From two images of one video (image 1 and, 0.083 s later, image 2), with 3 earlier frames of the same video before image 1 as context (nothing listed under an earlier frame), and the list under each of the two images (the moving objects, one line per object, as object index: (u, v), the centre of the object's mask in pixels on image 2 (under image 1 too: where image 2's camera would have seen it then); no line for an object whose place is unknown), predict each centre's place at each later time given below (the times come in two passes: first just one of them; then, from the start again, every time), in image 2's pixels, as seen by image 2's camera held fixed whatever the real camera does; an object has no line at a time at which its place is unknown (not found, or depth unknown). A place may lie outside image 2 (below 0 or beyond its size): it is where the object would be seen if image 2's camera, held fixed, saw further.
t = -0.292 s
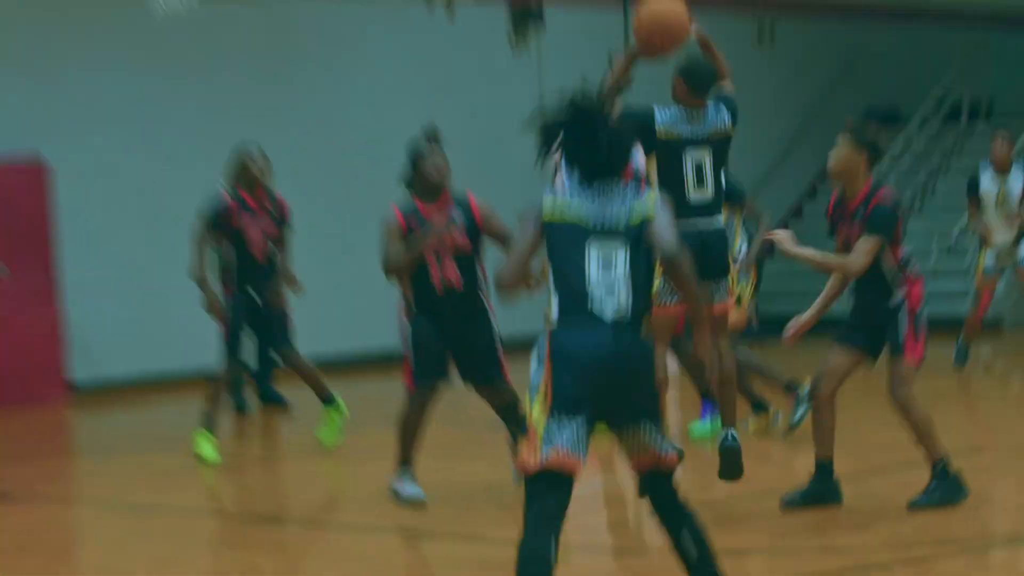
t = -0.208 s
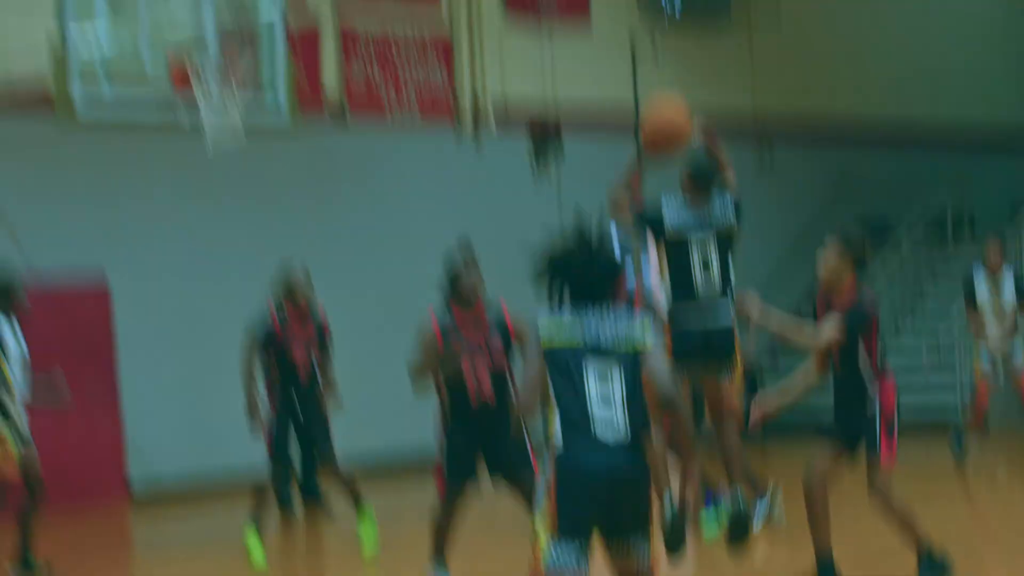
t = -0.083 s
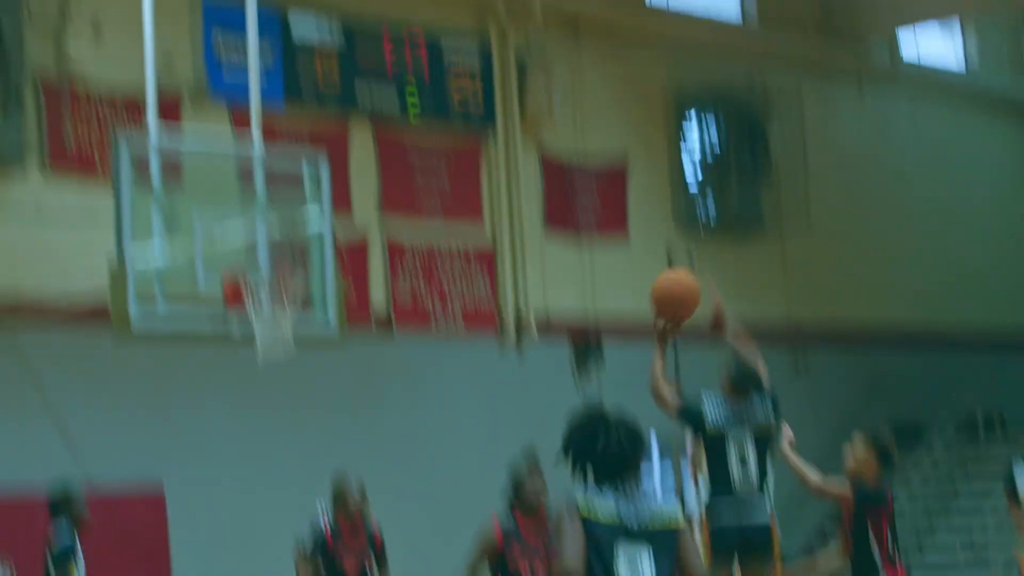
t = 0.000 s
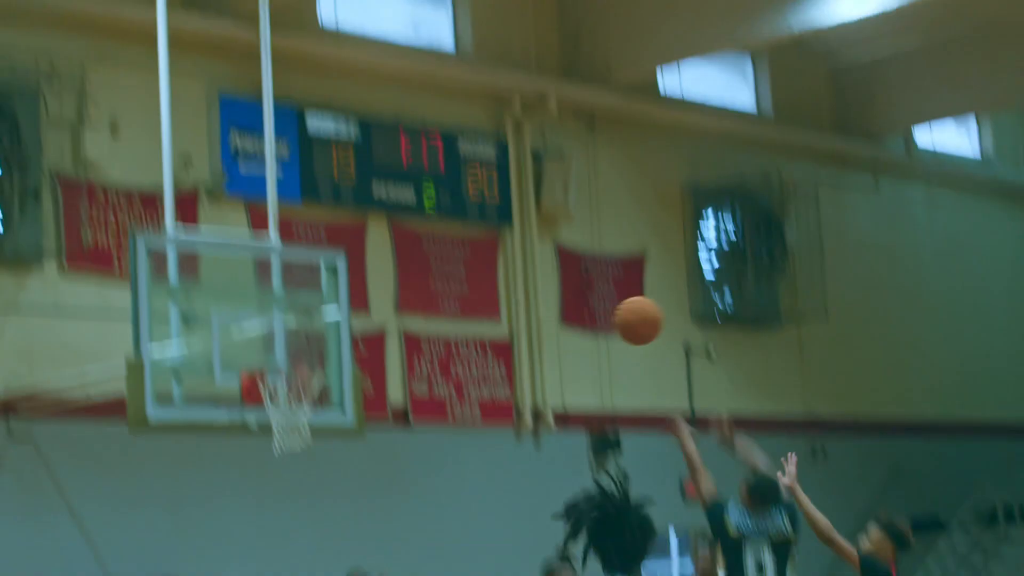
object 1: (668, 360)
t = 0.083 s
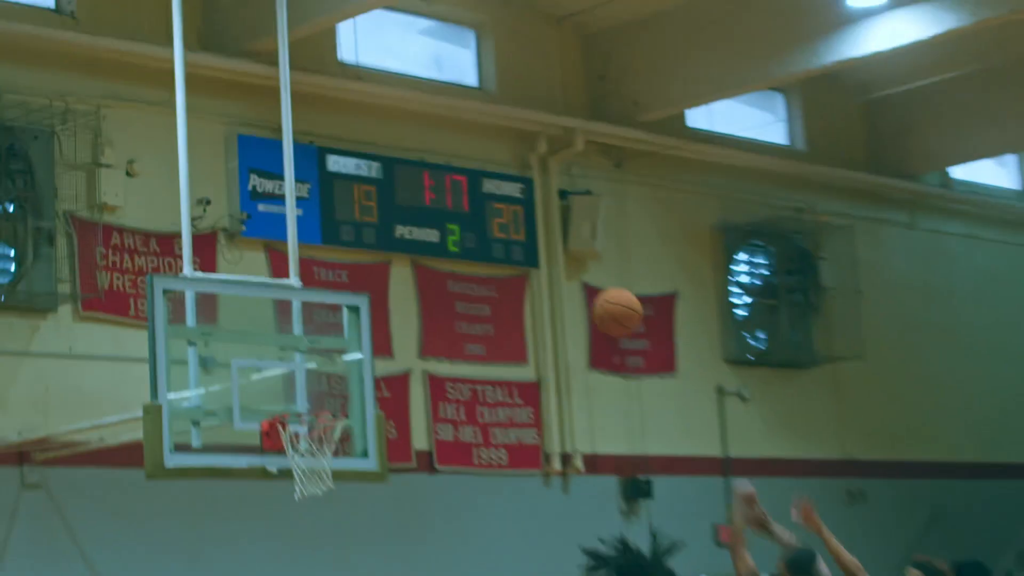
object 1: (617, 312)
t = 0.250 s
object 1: (528, 258)
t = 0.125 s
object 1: (594, 294)
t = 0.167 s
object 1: (570, 278)
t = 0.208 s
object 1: (549, 267)
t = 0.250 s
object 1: (528, 258)
